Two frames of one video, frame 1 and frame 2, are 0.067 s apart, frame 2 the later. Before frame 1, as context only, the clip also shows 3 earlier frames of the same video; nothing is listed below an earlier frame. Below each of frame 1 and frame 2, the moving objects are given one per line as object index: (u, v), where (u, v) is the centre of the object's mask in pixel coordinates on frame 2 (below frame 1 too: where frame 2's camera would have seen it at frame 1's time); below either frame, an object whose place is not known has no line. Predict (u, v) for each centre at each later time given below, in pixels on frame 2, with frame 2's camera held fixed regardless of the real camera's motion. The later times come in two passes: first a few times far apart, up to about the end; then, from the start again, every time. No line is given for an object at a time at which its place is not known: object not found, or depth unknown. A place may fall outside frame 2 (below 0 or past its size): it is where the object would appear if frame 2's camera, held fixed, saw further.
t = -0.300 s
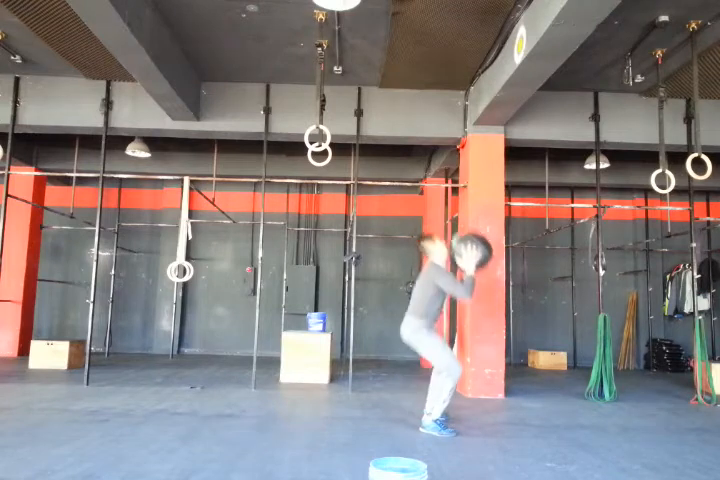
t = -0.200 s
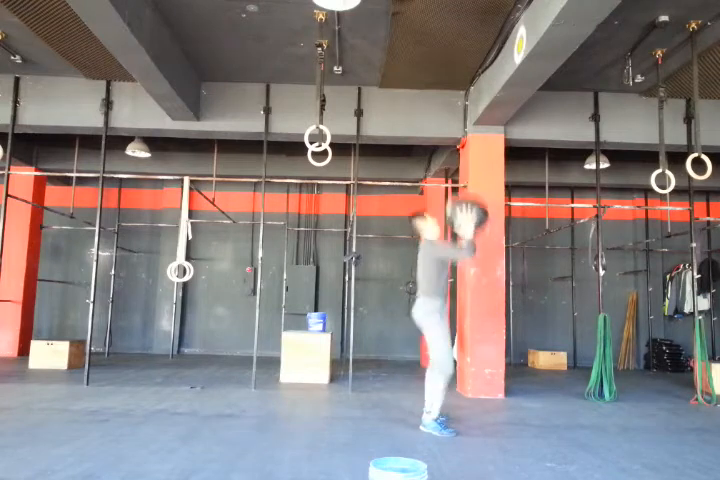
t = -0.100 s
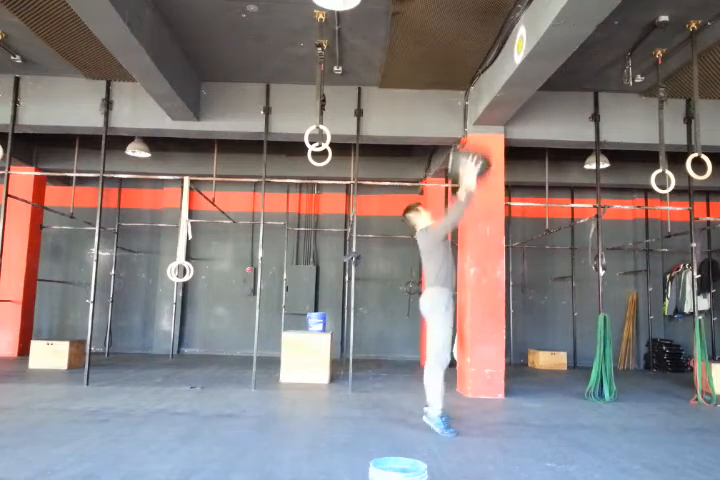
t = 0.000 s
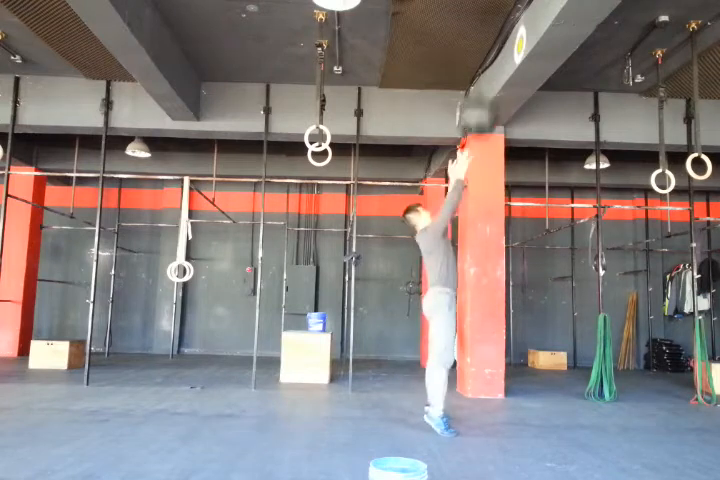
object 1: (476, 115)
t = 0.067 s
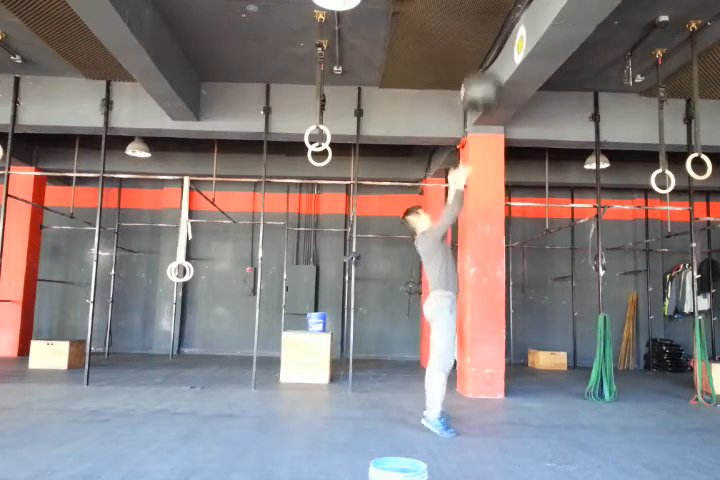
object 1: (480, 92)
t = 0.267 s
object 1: (495, 48)
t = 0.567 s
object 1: (492, 60)
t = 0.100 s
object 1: (482, 82)
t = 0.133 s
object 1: (484, 73)
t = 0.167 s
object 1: (488, 64)
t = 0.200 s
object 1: (491, 58)
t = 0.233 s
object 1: (493, 53)
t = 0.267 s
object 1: (495, 48)
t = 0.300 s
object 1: (498, 44)
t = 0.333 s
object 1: (500, 42)
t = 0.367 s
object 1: (500, 41)
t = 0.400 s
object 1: (499, 41)
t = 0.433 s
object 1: (497, 43)
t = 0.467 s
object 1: (495, 45)
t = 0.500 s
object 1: (495, 48)
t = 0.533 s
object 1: (494, 53)
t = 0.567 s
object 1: (492, 60)
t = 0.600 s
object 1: (491, 66)
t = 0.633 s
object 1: (489, 75)
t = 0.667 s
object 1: (487, 87)
